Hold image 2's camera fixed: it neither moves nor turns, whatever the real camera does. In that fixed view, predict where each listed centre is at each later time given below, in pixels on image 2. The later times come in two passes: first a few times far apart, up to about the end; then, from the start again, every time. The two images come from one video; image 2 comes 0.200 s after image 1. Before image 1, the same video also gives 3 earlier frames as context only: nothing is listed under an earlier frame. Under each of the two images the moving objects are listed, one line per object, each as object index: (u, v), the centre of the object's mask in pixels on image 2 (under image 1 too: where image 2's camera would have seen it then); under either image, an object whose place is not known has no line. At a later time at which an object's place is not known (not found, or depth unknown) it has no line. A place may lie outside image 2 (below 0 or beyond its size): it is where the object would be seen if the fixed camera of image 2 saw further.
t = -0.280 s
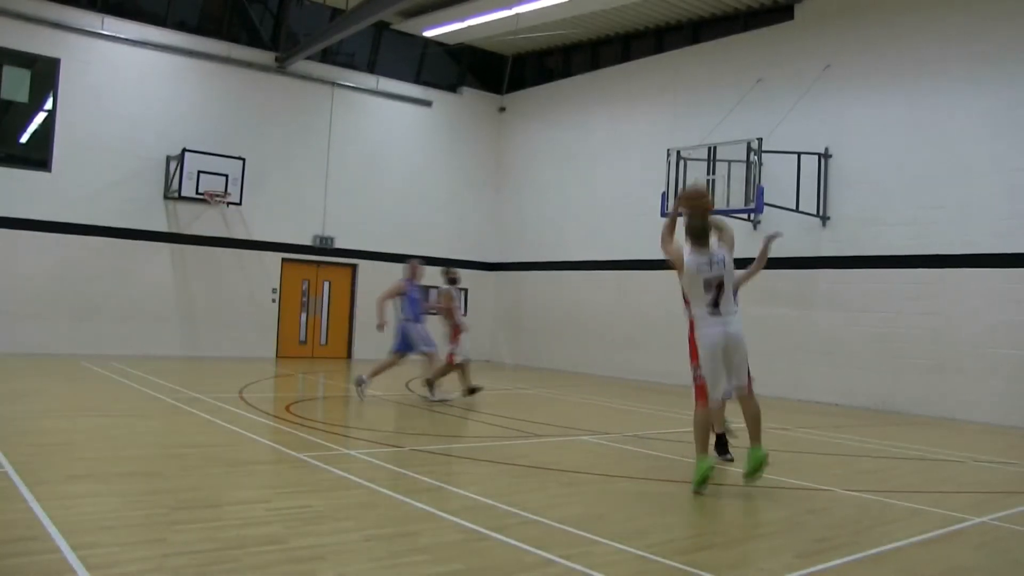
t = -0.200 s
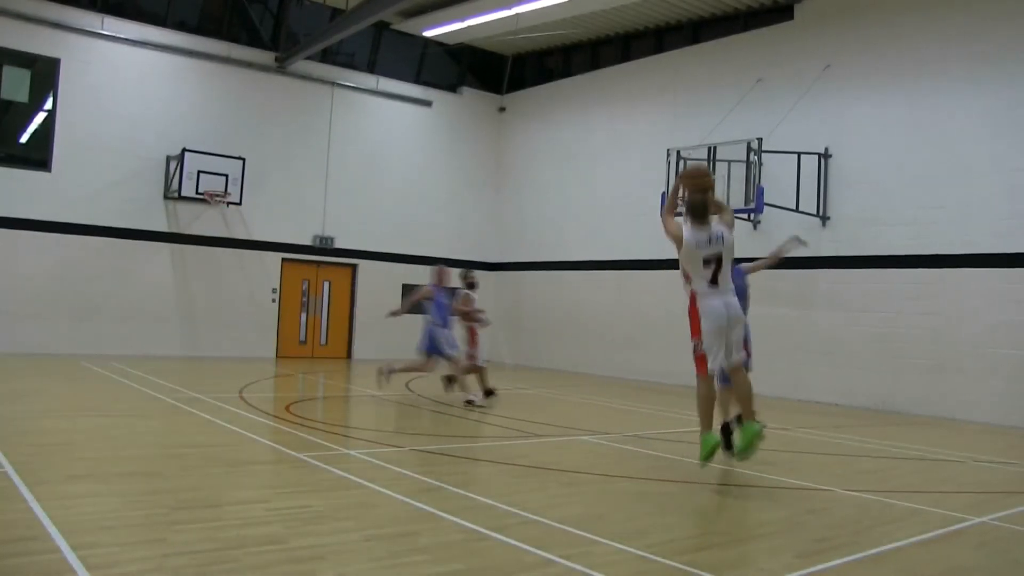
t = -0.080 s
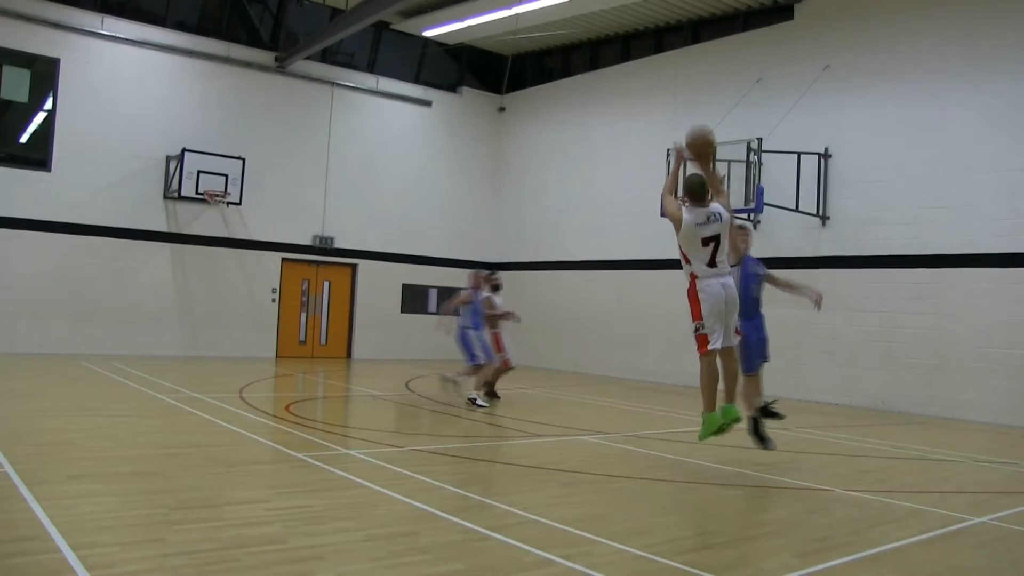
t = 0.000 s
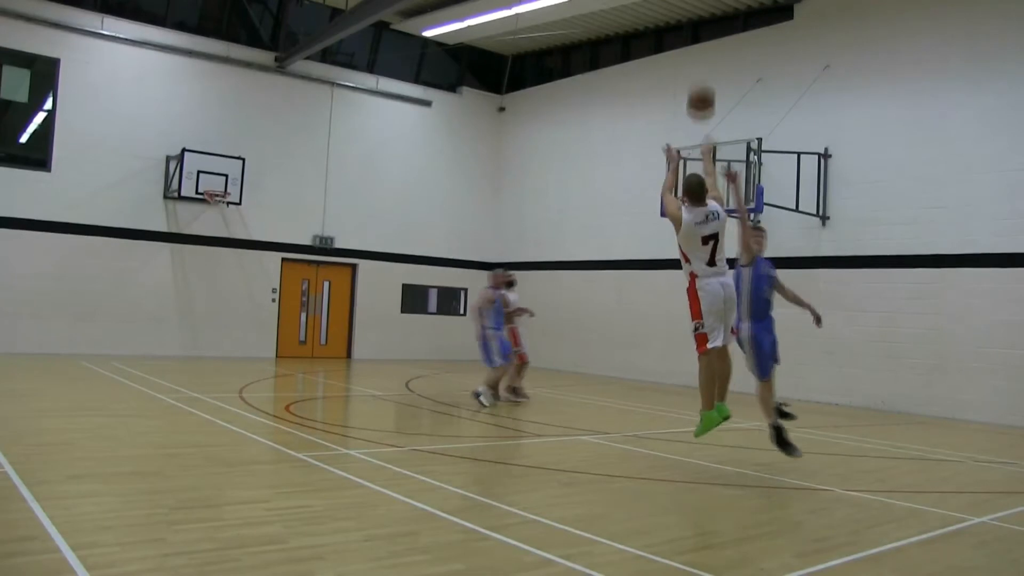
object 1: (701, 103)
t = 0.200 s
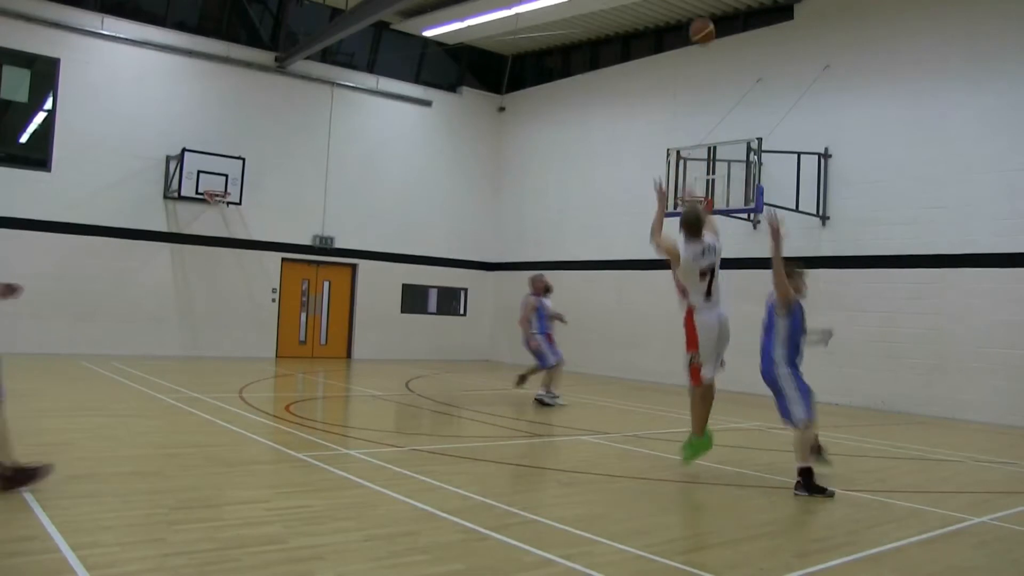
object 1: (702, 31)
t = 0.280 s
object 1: (702, 21)
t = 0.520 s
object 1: (700, 19)
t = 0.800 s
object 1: (696, 71)
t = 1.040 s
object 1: (693, 145)
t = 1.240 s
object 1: (690, 215)
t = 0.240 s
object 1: (701, 27)
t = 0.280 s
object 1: (702, 21)
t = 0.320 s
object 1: (702, 17)
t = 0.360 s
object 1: (701, 16)
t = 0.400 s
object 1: (701, 13)
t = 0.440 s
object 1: (701, 15)
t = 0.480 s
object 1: (701, 17)
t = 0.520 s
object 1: (700, 19)
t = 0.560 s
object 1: (700, 25)
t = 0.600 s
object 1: (700, 29)
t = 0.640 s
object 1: (699, 35)
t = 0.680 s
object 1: (699, 41)
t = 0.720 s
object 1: (698, 52)
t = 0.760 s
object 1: (697, 61)
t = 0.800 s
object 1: (696, 71)
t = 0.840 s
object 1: (696, 81)
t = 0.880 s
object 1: (696, 93)
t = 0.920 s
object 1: (695, 105)
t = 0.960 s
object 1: (695, 118)
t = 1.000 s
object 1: (694, 131)
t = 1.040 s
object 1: (693, 145)
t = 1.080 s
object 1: (692, 161)
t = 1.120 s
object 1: (692, 176)
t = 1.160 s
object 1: (691, 189)
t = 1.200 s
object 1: (690, 209)
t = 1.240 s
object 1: (690, 215)
